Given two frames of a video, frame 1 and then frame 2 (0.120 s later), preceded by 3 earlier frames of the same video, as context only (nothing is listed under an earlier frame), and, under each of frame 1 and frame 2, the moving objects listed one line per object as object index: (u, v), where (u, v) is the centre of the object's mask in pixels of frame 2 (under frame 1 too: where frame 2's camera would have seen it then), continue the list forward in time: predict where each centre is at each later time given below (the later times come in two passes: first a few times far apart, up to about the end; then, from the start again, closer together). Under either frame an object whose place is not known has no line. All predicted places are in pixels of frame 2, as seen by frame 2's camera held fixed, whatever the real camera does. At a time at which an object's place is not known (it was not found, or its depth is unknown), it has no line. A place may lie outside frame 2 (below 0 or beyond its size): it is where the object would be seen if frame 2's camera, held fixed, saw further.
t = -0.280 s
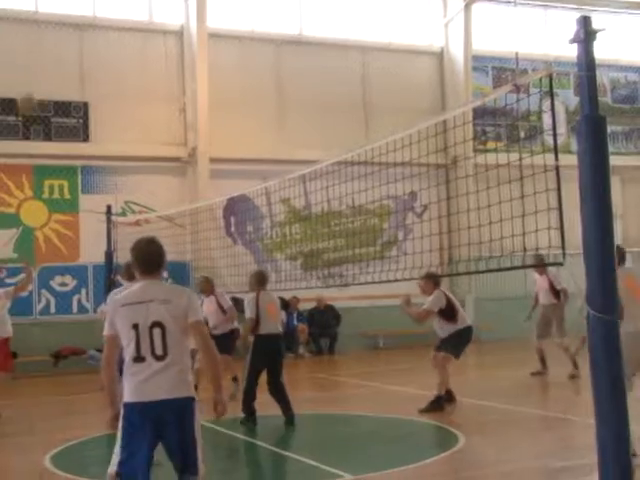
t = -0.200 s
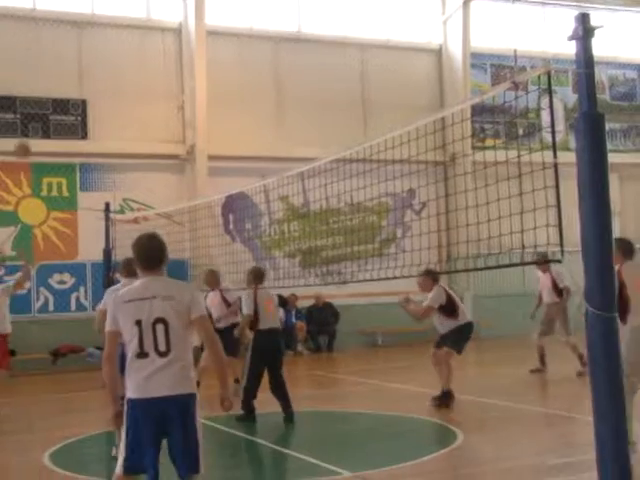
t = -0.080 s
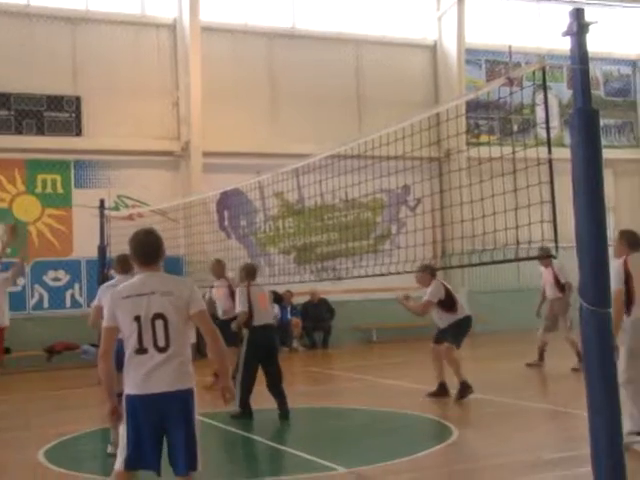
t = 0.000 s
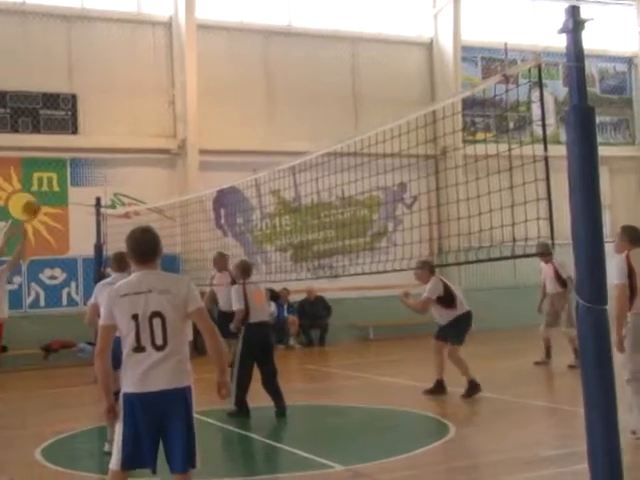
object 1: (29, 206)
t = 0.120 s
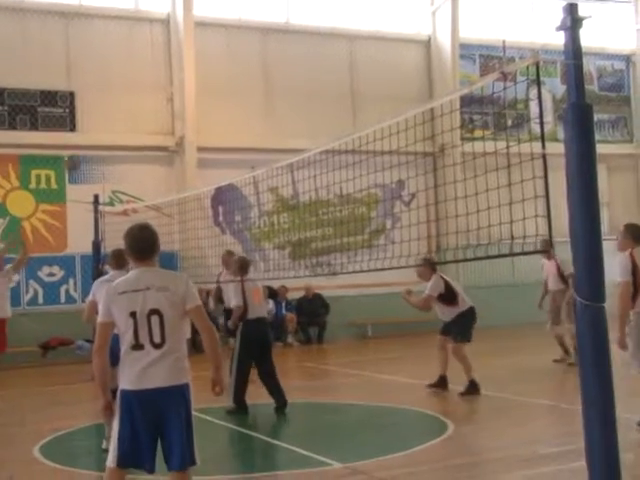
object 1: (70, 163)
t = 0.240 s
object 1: (116, 132)
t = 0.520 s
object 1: (220, 107)
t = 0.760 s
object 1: (314, 140)
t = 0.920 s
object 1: (380, 195)
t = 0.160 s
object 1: (87, 151)
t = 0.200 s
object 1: (101, 140)
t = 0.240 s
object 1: (116, 132)
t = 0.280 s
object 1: (130, 124)
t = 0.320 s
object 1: (144, 118)
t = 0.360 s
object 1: (160, 112)
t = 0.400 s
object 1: (175, 108)
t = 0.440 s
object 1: (189, 106)
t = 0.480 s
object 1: (205, 106)
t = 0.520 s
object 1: (220, 107)
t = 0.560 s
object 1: (235, 108)
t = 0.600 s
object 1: (251, 112)
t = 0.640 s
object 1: (267, 117)
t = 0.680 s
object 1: (283, 124)
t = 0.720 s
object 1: (299, 131)
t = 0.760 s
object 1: (314, 140)
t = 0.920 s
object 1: (380, 195)
